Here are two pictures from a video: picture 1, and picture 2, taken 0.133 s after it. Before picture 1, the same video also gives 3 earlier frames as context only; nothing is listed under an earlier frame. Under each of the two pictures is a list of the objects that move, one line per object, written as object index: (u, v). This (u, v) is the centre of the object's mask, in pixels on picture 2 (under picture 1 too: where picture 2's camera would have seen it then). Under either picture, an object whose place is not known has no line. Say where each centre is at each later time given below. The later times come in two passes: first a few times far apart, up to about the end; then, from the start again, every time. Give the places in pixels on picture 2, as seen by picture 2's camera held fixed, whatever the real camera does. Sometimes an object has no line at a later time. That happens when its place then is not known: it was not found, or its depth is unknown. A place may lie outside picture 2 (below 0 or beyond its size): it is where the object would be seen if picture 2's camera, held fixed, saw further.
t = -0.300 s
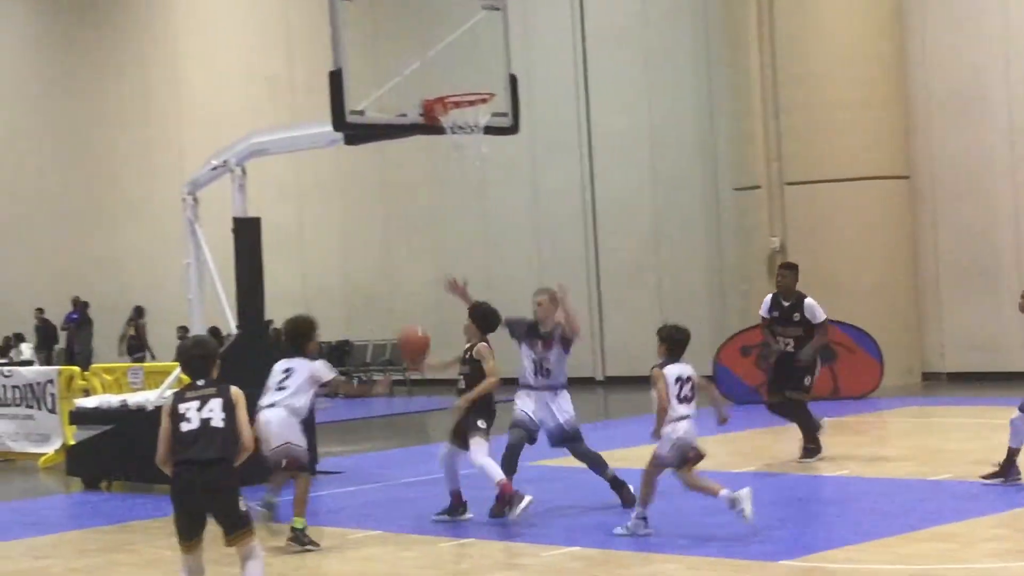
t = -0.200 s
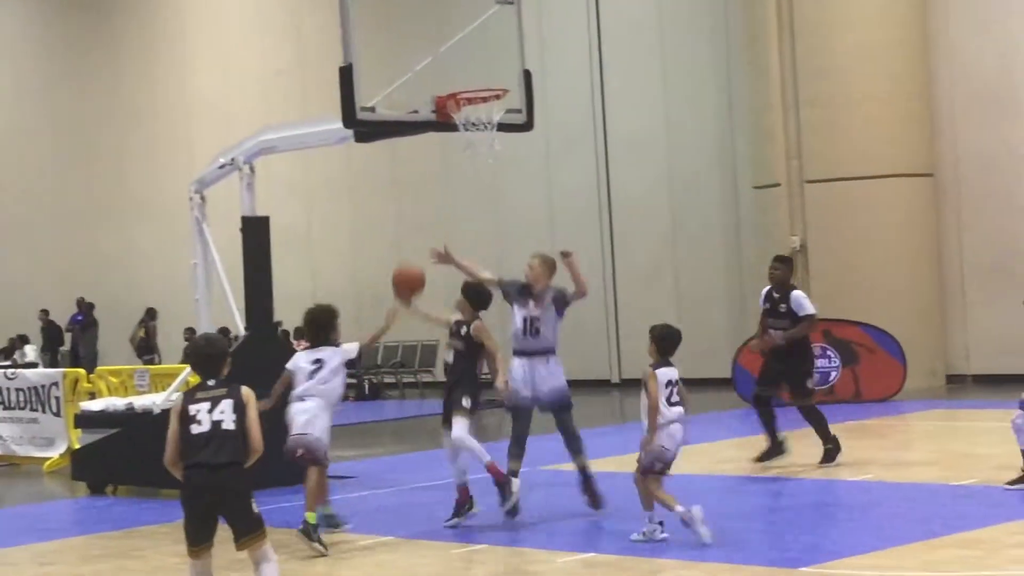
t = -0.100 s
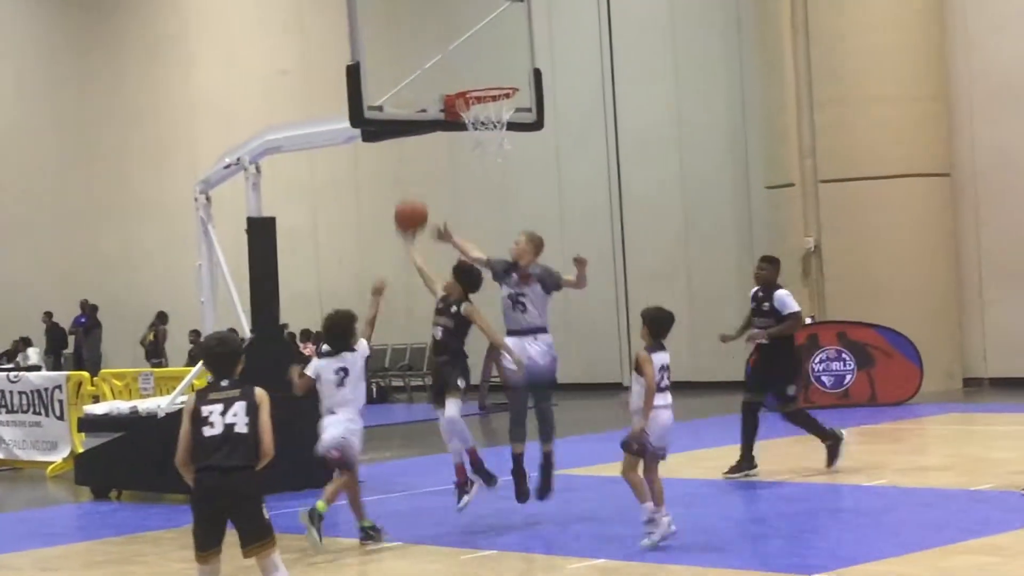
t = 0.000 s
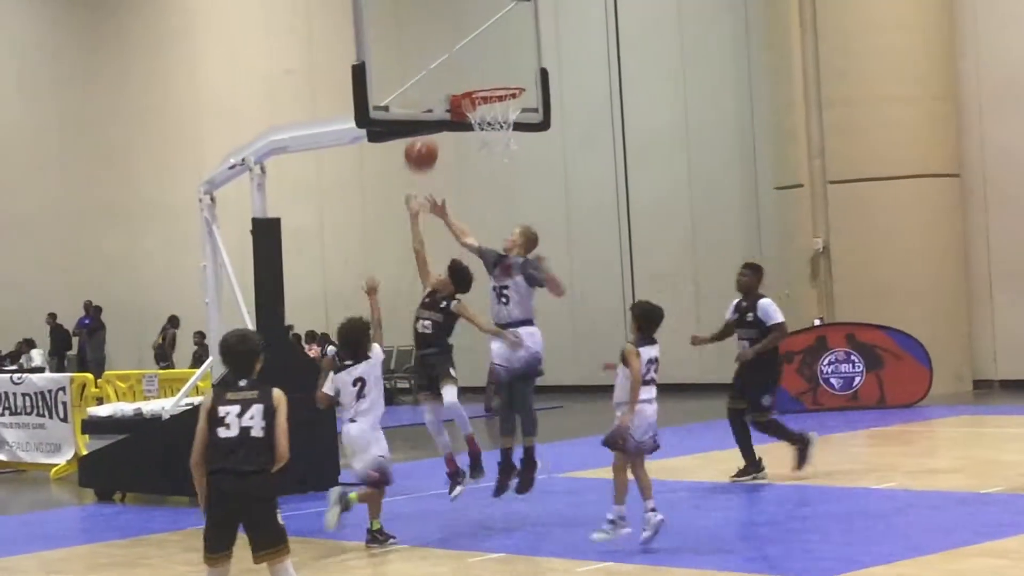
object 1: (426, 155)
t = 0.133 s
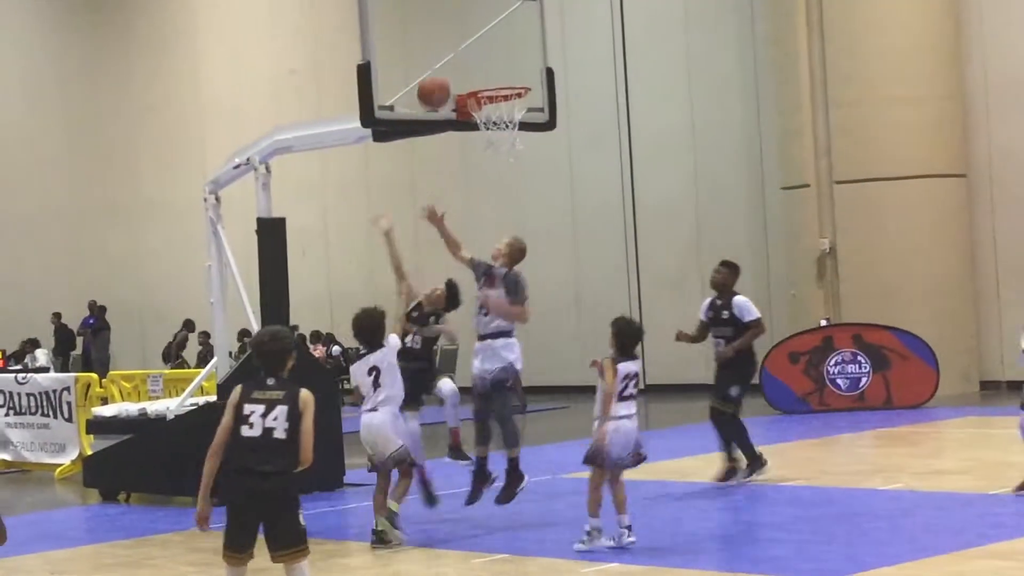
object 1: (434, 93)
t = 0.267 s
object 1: (442, 56)
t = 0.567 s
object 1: (473, 50)
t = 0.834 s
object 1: (519, 65)
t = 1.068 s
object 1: (548, 73)
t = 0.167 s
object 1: (435, 82)
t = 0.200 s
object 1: (437, 71)
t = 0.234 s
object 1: (440, 63)
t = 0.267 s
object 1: (442, 56)
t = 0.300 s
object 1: (444, 51)
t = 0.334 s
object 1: (446, 48)
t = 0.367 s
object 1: (449, 45)
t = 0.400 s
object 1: (451, 44)
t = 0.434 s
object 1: (453, 45)
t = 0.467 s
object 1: (456, 47)
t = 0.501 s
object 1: (460, 48)
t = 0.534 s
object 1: (466, 48)
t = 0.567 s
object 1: (473, 50)
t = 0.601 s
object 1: (481, 53)
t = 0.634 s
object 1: (487, 56)
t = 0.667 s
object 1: (494, 63)
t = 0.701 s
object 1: (500, 70)
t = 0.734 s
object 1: (507, 76)
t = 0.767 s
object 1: (511, 74)
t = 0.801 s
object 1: (515, 69)
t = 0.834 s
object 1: (519, 65)
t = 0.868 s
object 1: (523, 61)
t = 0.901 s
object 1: (527, 59)
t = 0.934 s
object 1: (531, 60)
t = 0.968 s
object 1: (535, 62)
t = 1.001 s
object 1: (539, 64)
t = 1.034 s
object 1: (544, 68)
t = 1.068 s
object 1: (548, 73)
